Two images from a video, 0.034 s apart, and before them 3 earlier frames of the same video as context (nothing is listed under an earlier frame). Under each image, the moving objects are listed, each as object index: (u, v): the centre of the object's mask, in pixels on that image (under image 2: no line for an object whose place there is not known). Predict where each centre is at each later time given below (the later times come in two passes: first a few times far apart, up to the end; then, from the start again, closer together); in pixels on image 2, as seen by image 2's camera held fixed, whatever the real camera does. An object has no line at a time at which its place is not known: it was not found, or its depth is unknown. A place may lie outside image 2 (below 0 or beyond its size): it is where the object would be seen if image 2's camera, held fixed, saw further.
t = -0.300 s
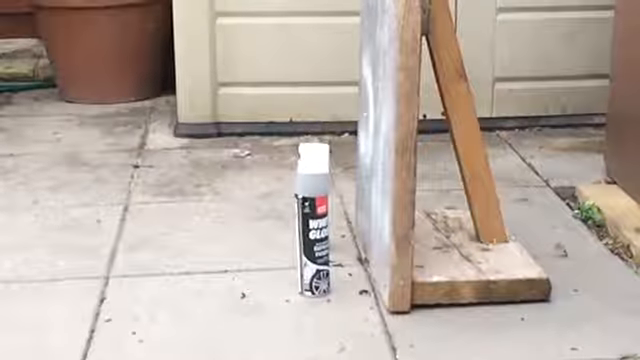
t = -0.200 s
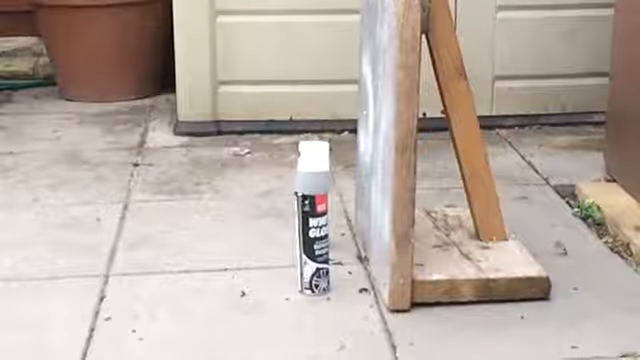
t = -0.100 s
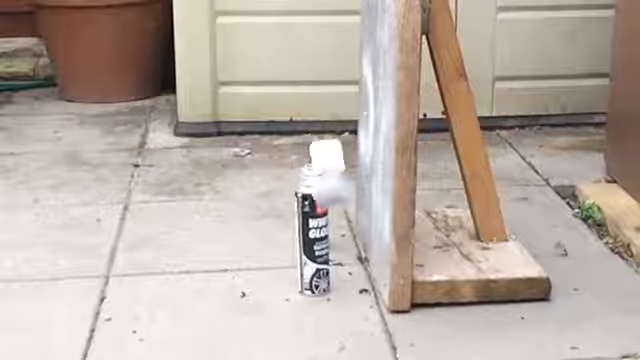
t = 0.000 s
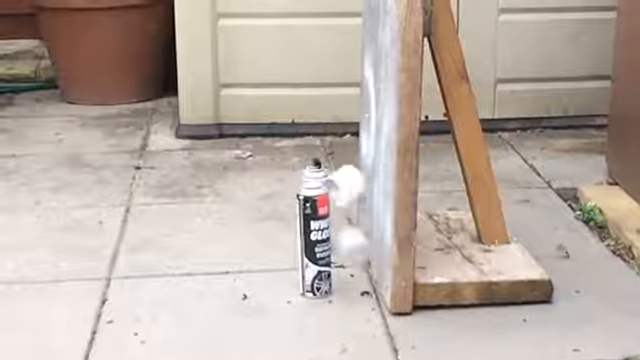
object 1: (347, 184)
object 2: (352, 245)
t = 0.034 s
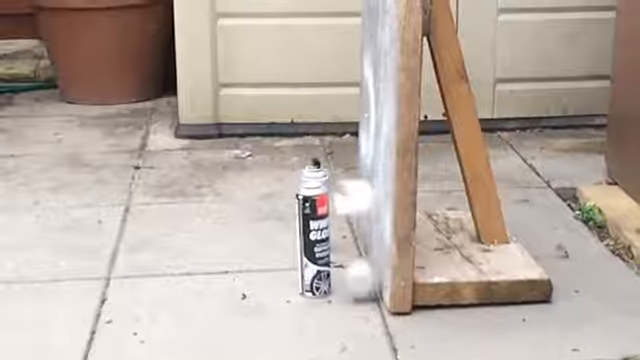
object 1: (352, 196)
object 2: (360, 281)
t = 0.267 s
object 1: (351, 276)
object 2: (358, 305)
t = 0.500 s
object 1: (356, 283)
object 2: (304, 327)
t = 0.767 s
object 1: (356, 282)
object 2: (263, 316)
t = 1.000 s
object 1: (354, 278)
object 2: (233, 316)
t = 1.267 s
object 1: (354, 278)
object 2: (199, 318)
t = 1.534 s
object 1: (355, 282)
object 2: (191, 318)
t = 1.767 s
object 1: (355, 282)
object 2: (204, 318)
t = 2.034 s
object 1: (353, 279)
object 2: (223, 319)
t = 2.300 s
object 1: (353, 278)
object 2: (225, 319)
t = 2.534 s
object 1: (355, 281)
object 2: (211, 319)
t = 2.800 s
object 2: (199, 317)
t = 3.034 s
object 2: (197, 318)
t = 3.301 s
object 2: (206, 318)
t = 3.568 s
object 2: (220, 319)
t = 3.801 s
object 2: (222, 319)
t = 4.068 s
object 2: (212, 320)
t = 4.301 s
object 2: (206, 320)
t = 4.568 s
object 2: (206, 320)
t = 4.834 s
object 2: (212, 319)
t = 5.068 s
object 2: (213, 319)
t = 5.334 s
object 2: (210, 319)
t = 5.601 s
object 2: (208, 319)
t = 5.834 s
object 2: (209, 319)
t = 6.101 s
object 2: (208, 319)
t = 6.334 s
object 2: (208, 320)
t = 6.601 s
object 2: (209, 319)
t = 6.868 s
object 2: (208, 319)
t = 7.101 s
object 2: (209, 319)
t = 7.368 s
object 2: (209, 319)
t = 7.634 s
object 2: (209, 319)
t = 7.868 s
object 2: (209, 319)
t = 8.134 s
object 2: (209, 320)
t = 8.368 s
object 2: (209, 319)
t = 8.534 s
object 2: (209, 320)
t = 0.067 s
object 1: (359, 216)
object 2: (362, 282)
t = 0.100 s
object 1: (356, 238)
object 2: (363, 283)
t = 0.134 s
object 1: (351, 264)
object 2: (364, 292)
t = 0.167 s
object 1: (357, 270)
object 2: (365, 296)
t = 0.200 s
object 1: (349, 270)
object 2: (365, 299)
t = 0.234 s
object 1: (348, 274)
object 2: (361, 301)
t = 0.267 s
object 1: (351, 276)
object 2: (358, 305)
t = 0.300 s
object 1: (354, 277)
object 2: (351, 309)
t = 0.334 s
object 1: (355, 278)
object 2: (346, 311)
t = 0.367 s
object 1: (356, 280)
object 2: (340, 314)
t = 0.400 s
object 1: (356, 281)
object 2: (331, 313)
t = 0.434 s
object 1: (356, 283)
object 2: (322, 315)
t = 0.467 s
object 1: (356, 283)
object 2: (316, 318)
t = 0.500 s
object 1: (356, 283)
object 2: (304, 327)
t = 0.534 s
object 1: (356, 284)
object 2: (298, 324)
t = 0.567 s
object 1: (356, 284)
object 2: (293, 322)
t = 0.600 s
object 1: (357, 284)
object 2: (282, 318)
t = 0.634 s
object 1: (356, 284)
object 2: (278, 312)
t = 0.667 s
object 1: (356, 284)
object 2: (273, 313)
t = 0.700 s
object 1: (356, 283)
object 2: (270, 312)
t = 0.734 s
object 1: (356, 283)
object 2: (265, 315)
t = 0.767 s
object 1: (356, 282)
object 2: (263, 316)
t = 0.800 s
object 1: (355, 282)
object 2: (261, 314)
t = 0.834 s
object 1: (355, 281)
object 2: (259, 314)
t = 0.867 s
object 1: (354, 281)
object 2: (254, 313)
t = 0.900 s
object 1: (354, 280)
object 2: (248, 313)
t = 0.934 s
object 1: (354, 280)
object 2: (240, 315)
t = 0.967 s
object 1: (354, 279)
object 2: (236, 315)
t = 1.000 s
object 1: (354, 278)
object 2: (233, 316)
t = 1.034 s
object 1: (353, 278)
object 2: (228, 318)
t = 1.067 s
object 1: (354, 277)
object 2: (221, 320)
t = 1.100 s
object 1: (353, 277)
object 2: (211, 318)
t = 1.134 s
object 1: (354, 277)
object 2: (207, 319)
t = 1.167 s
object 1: (353, 277)
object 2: (204, 318)
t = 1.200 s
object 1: (353, 277)
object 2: (201, 318)
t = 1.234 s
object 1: (353, 278)
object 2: (201, 317)
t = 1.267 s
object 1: (354, 278)
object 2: (199, 318)
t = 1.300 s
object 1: (354, 279)
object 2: (196, 318)
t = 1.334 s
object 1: (354, 280)
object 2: (195, 318)
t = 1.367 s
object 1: (354, 280)
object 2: (193, 318)
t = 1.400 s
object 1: (354, 280)
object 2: (192, 319)
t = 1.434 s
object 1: (355, 281)
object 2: (191, 318)
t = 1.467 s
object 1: (355, 281)
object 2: (191, 319)
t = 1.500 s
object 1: (355, 282)
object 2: (191, 318)
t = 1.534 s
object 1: (355, 282)
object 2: (191, 318)
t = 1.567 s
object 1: (355, 282)
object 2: (191, 319)
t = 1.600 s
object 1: (355, 283)
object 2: (192, 318)
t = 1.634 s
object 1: (355, 283)
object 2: (195, 318)
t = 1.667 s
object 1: (356, 283)
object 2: (197, 318)
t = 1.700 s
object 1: (355, 283)
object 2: (199, 319)
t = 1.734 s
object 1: (355, 283)
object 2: (201, 318)
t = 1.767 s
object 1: (355, 282)
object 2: (204, 318)
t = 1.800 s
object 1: (355, 282)
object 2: (206, 318)
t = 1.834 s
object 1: (355, 281)
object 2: (208, 319)
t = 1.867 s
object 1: (354, 281)
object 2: (210, 319)
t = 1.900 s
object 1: (354, 280)
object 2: (214, 319)
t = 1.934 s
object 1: (354, 280)
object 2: (216, 319)
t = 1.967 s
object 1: (354, 280)
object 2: (218, 319)
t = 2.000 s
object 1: (353, 279)
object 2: (221, 319)
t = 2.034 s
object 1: (353, 279)
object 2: (223, 319)
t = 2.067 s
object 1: (353, 278)
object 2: (225, 319)
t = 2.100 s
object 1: (353, 278)
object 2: (225, 319)
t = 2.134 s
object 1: (353, 278)
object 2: (225, 319)
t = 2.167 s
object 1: (353, 277)
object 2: (225, 319)
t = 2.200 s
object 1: (353, 277)
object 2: (226, 319)
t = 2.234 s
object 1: (353, 277)
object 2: (227, 319)
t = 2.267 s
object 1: (353, 278)
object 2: (226, 319)
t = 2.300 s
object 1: (353, 278)
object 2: (225, 319)
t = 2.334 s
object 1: (353, 279)
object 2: (223, 319)
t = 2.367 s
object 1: (354, 280)
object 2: (221, 319)
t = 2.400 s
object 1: (354, 280)
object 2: (219, 320)
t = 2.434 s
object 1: (354, 280)
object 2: (218, 319)
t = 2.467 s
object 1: (354, 281)
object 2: (216, 319)
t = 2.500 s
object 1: (354, 281)
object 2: (213, 319)
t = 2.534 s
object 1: (355, 281)
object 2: (211, 319)
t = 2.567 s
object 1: (355, 282)
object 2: (209, 319)
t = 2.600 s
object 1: (356, 282)
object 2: (208, 319)
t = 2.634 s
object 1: (356, 282)
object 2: (206, 318)
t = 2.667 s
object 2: (204, 318)
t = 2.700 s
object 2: (201, 319)
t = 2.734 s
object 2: (200, 319)
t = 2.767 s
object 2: (199, 318)
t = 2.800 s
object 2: (199, 317)
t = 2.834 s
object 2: (198, 318)
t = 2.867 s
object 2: (198, 318)
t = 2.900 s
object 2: (198, 318)
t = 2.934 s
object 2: (198, 318)
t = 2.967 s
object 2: (197, 318)
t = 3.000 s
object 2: (197, 318)
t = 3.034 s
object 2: (197, 318)
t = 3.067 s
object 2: (197, 318)
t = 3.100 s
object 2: (199, 318)
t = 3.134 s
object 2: (199, 318)
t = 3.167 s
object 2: (199, 318)
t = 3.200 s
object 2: (201, 318)
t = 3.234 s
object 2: (202, 318)
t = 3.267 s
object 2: (203, 318)
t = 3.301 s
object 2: (206, 318)
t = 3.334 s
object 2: (208, 318)
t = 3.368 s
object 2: (210, 318)
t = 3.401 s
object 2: (212, 318)
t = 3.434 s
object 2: (213, 319)
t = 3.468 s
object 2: (216, 318)
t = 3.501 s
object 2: (217, 318)
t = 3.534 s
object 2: (219, 319)
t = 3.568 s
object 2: (220, 319)
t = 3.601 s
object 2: (221, 319)
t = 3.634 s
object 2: (222, 320)
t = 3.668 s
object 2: (222, 319)
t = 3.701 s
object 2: (222, 319)
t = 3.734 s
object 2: (222, 319)
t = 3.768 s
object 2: (222, 320)
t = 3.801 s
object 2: (222, 319)
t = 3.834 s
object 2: (221, 319)
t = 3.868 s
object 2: (220, 319)
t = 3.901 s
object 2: (219, 319)
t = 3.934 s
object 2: (218, 319)
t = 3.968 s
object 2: (216, 319)
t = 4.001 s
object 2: (215, 319)
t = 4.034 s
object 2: (214, 319)
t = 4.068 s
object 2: (212, 320)
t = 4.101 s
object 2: (211, 320)
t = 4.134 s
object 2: (209, 320)
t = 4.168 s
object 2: (209, 320)
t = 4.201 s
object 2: (209, 320)
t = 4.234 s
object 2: (207, 320)
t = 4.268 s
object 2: (207, 320)
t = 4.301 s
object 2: (206, 320)
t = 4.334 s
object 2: (206, 320)
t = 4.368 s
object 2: (205, 320)
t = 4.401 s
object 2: (205, 320)
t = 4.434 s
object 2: (206, 319)
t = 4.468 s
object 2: (205, 320)
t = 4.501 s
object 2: (205, 320)
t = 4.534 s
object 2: (206, 319)
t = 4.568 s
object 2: (206, 320)
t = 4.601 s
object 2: (207, 320)
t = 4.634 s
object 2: (208, 320)
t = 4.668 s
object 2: (208, 320)
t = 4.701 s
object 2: (210, 320)
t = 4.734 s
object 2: (210, 320)
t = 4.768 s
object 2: (211, 319)
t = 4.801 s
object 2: (212, 319)
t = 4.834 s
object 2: (212, 319)
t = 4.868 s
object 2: (213, 319)
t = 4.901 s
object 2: (213, 319)
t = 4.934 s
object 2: (213, 319)
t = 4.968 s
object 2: (214, 319)
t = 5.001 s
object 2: (213, 319)
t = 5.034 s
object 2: (213, 319)
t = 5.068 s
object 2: (213, 319)
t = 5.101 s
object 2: (213, 319)
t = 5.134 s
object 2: (212, 319)
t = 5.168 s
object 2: (211, 319)
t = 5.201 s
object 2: (211, 319)
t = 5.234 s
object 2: (211, 319)
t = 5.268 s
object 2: (210, 319)
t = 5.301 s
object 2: (210, 319)
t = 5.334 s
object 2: (210, 319)
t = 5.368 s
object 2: (209, 319)
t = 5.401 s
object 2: (208, 319)
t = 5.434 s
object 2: (209, 319)
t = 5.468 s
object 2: (209, 319)
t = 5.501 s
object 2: (208, 319)
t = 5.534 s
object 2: (208, 319)
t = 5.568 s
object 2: (208, 319)
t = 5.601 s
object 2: (208, 319)
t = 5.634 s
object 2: (209, 319)
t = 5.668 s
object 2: (209, 319)
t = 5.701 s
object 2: (209, 319)
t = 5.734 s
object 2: (209, 319)
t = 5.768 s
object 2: (209, 319)
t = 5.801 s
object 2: (209, 319)
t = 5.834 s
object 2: (209, 319)
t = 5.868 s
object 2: (209, 320)
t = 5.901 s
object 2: (209, 319)
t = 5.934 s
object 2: (209, 319)
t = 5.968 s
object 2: (208, 319)
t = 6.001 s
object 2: (208, 319)
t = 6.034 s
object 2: (208, 319)
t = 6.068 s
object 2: (208, 319)
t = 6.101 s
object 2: (208, 319)
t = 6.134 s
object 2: (208, 319)
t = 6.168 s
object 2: (208, 319)
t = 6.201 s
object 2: (208, 319)
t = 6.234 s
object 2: (208, 319)
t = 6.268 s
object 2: (208, 319)
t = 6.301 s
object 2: (208, 319)
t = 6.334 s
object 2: (208, 320)
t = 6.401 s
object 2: (208, 319)
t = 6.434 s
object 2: (209, 319)
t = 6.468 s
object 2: (209, 319)
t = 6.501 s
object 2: (209, 319)
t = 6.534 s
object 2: (209, 319)
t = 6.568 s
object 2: (209, 319)
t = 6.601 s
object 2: (209, 319)
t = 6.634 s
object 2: (209, 319)
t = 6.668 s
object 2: (208, 319)
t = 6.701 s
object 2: (208, 319)
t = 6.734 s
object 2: (208, 319)
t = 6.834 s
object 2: (208, 319)
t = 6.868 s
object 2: (208, 319)
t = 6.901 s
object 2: (208, 319)
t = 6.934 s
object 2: (208, 319)
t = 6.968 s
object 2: (208, 319)
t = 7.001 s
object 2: (209, 319)
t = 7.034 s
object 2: (209, 319)
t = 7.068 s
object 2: (209, 319)
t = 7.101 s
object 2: (209, 319)
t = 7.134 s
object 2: (209, 319)
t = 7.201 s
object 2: (209, 319)
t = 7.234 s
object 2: (209, 319)
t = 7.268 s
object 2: (209, 319)
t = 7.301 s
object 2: (209, 319)
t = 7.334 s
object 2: (209, 319)
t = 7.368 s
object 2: (209, 319)
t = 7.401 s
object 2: (209, 319)
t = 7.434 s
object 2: (209, 319)
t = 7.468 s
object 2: (209, 319)
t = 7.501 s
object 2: (209, 319)
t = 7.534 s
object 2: (209, 319)
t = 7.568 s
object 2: (209, 319)
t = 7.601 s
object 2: (209, 319)
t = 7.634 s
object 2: (209, 319)
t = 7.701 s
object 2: (209, 319)
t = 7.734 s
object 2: (209, 319)
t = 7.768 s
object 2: (209, 319)
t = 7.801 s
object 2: (209, 319)
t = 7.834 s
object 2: (209, 319)
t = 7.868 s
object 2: (209, 319)
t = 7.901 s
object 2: (209, 319)
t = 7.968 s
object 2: (209, 319)
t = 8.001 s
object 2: (209, 319)
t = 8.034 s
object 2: (209, 319)
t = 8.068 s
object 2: (209, 319)
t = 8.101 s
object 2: (209, 320)
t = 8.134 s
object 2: (209, 320)
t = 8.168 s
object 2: (209, 320)
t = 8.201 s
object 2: (209, 320)
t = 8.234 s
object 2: (209, 320)
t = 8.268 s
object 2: (209, 320)
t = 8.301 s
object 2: (209, 320)
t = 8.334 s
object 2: (209, 320)
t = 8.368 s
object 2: (209, 319)
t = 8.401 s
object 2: (209, 319)
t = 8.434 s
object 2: (209, 319)
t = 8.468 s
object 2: (209, 319)
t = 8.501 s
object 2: (209, 320)
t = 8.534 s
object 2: (209, 320)
